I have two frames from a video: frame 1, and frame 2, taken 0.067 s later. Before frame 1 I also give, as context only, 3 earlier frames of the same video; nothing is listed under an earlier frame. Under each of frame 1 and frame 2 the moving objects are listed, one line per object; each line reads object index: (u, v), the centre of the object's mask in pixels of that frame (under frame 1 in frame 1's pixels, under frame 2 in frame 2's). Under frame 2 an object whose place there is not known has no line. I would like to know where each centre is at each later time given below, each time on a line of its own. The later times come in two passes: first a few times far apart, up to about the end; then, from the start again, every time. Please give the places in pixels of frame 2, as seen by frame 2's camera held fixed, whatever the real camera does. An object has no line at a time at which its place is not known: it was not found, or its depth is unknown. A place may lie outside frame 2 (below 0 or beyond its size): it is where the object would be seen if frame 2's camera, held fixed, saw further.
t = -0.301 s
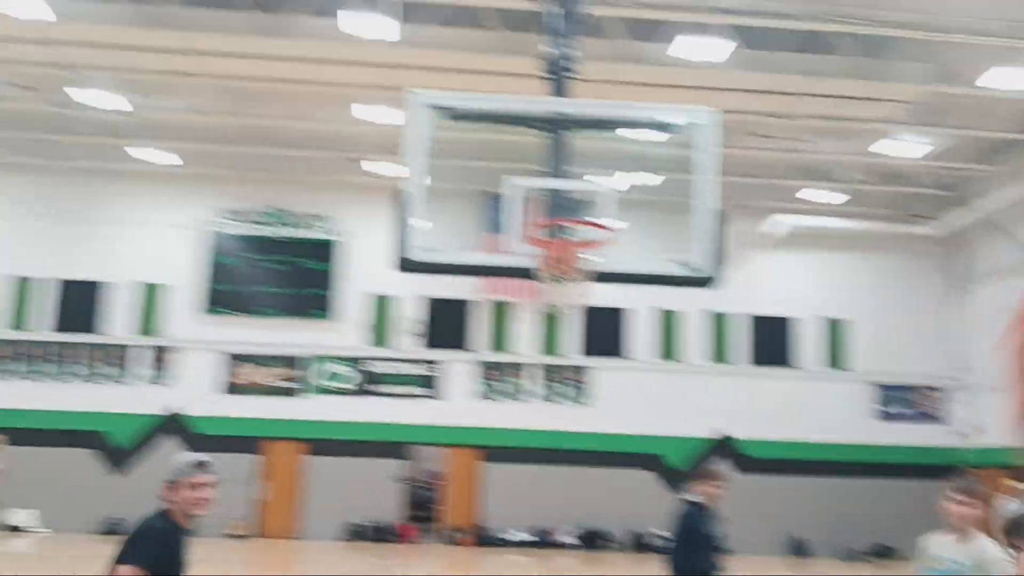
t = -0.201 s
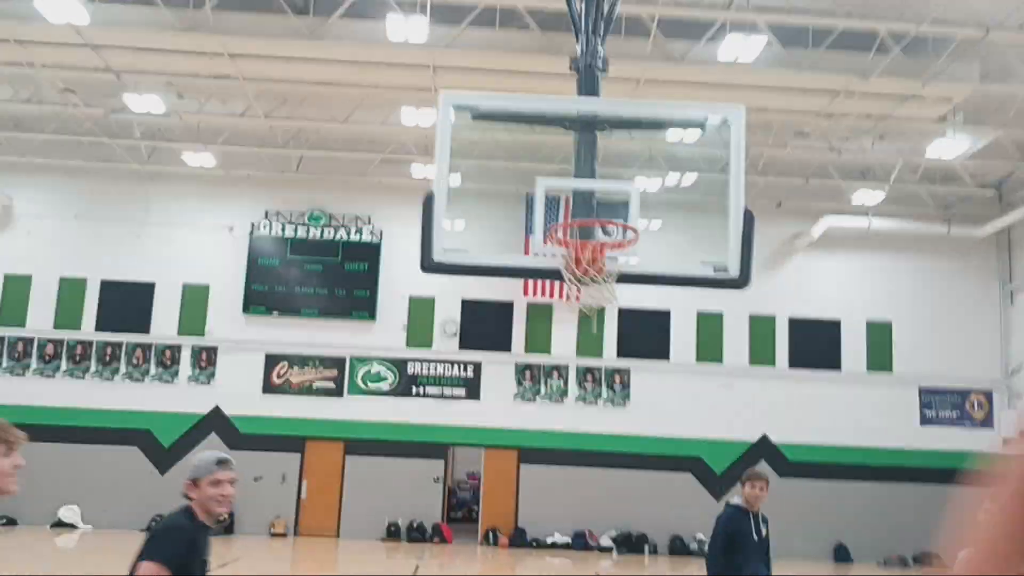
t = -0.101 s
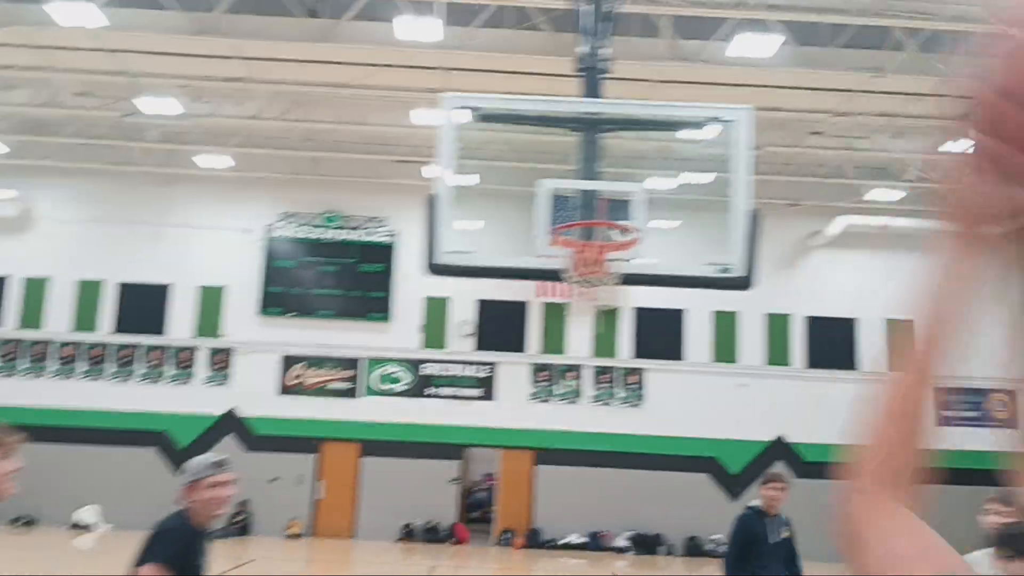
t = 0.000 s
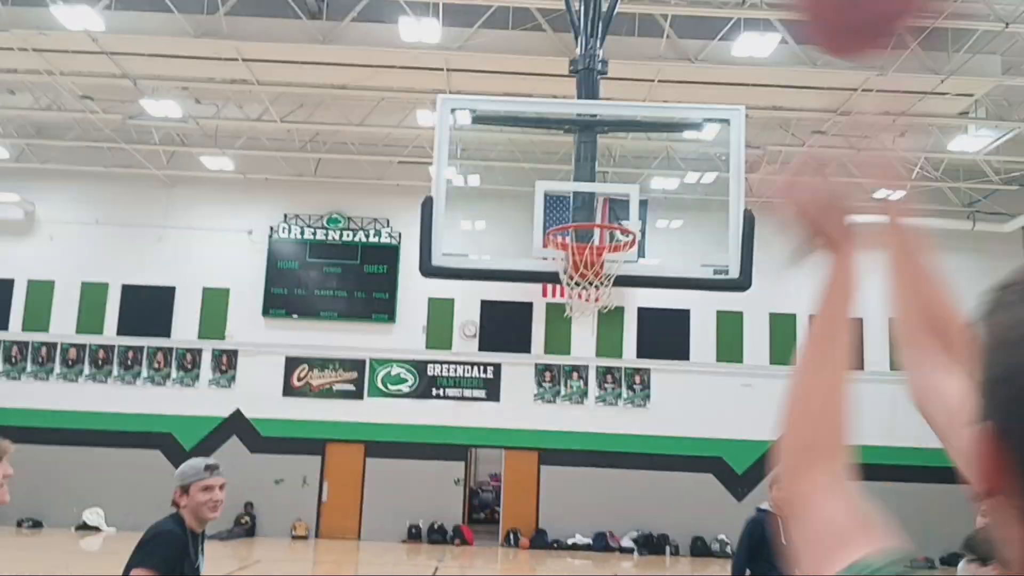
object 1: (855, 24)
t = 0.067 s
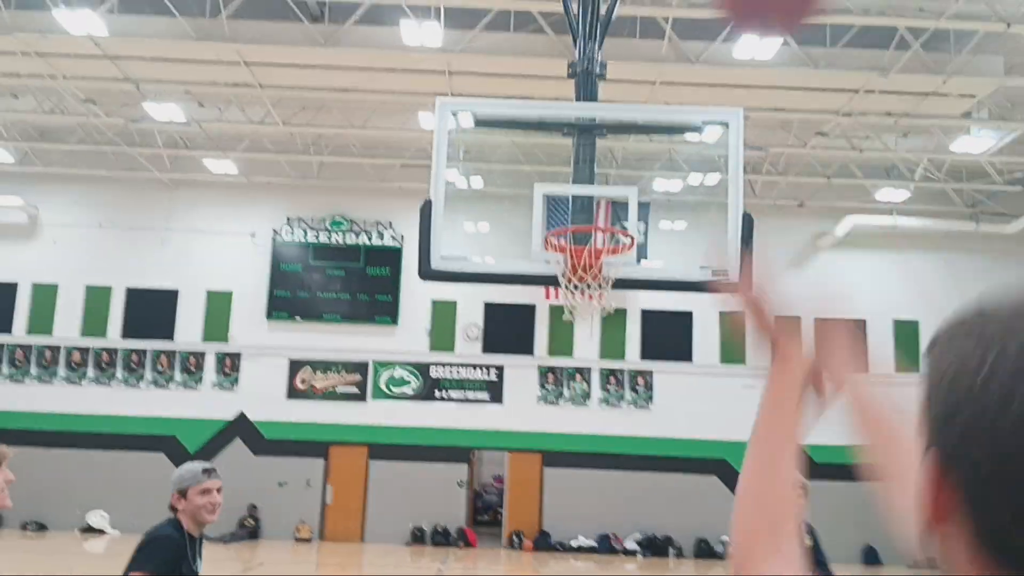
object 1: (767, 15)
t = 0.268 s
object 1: (662, 44)
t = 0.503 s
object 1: (618, 166)
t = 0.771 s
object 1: (589, 160)
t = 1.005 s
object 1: (566, 108)
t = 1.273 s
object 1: (529, 162)
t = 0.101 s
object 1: (738, 15)
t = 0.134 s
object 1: (716, 15)
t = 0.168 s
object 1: (699, 17)
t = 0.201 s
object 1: (684, 21)
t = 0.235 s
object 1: (672, 29)
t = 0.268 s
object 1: (662, 44)
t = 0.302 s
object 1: (653, 58)
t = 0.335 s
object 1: (645, 76)
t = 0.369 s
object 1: (638, 94)
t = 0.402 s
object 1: (632, 113)
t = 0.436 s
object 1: (627, 132)
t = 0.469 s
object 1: (622, 148)
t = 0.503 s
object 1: (618, 166)
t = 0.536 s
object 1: (613, 186)
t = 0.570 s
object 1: (610, 209)
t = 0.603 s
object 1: (608, 220)
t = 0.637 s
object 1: (603, 216)
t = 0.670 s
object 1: (598, 208)
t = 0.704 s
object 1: (594, 188)
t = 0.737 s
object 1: (592, 172)
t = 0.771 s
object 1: (589, 160)
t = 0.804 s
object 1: (586, 146)
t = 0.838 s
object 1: (582, 138)
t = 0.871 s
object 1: (580, 129)
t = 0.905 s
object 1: (577, 122)
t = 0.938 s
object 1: (574, 114)
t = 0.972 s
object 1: (570, 110)
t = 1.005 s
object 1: (566, 108)
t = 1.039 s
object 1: (561, 108)
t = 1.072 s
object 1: (558, 108)
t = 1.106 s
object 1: (553, 111)
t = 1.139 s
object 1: (548, 115)
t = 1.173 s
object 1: (543, 123)
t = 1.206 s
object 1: (538, 134)
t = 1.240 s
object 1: (534, 146)
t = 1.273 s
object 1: (529, 162)
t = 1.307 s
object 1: (524, 177)
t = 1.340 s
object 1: (521, 199)
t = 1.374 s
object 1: (514, 223)
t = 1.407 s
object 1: (510, 247)
